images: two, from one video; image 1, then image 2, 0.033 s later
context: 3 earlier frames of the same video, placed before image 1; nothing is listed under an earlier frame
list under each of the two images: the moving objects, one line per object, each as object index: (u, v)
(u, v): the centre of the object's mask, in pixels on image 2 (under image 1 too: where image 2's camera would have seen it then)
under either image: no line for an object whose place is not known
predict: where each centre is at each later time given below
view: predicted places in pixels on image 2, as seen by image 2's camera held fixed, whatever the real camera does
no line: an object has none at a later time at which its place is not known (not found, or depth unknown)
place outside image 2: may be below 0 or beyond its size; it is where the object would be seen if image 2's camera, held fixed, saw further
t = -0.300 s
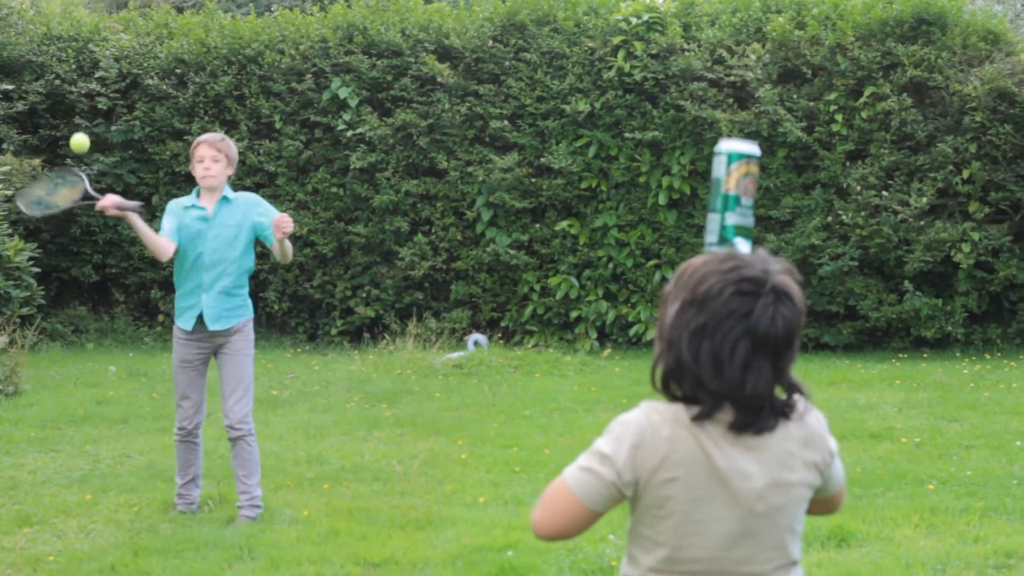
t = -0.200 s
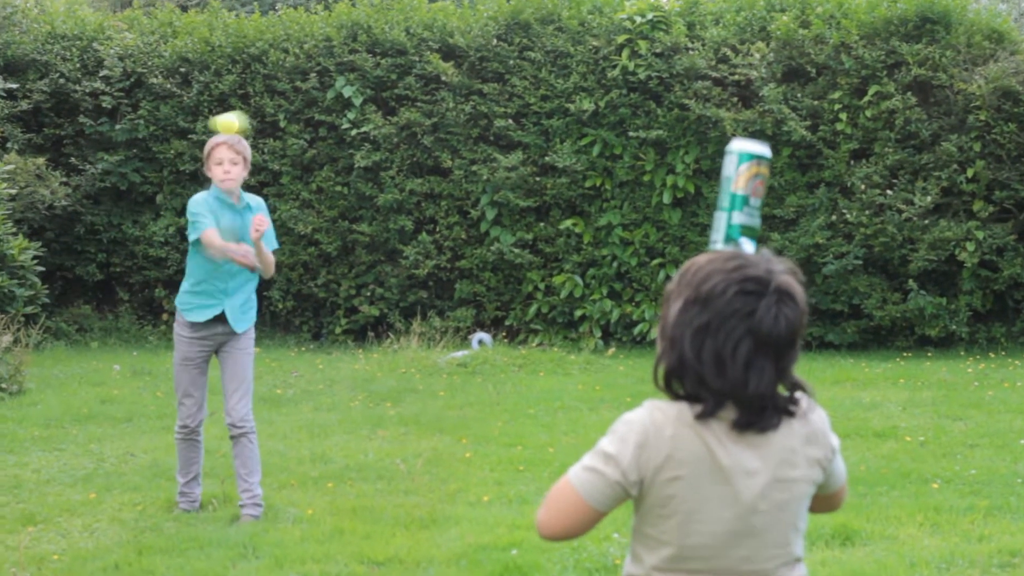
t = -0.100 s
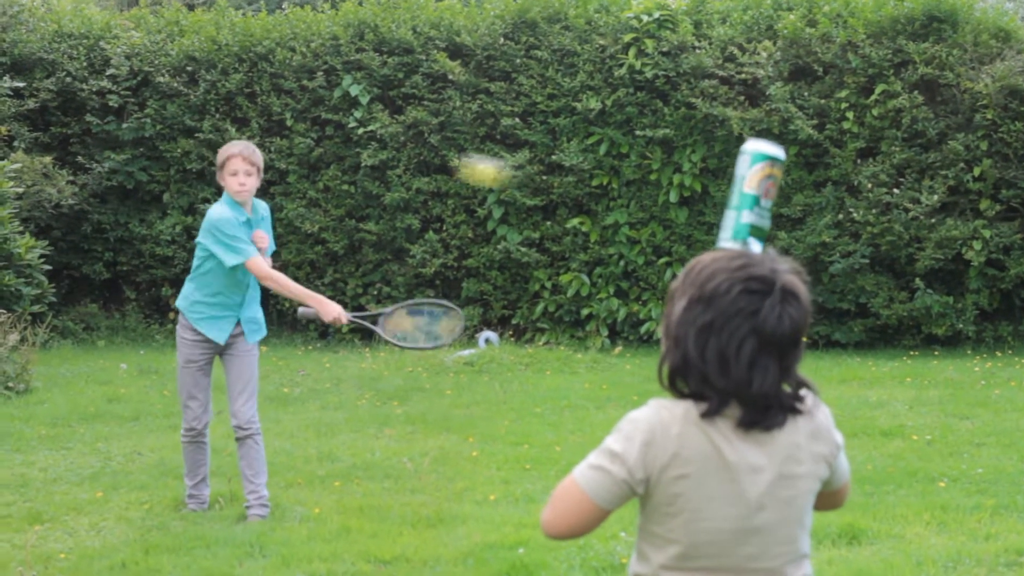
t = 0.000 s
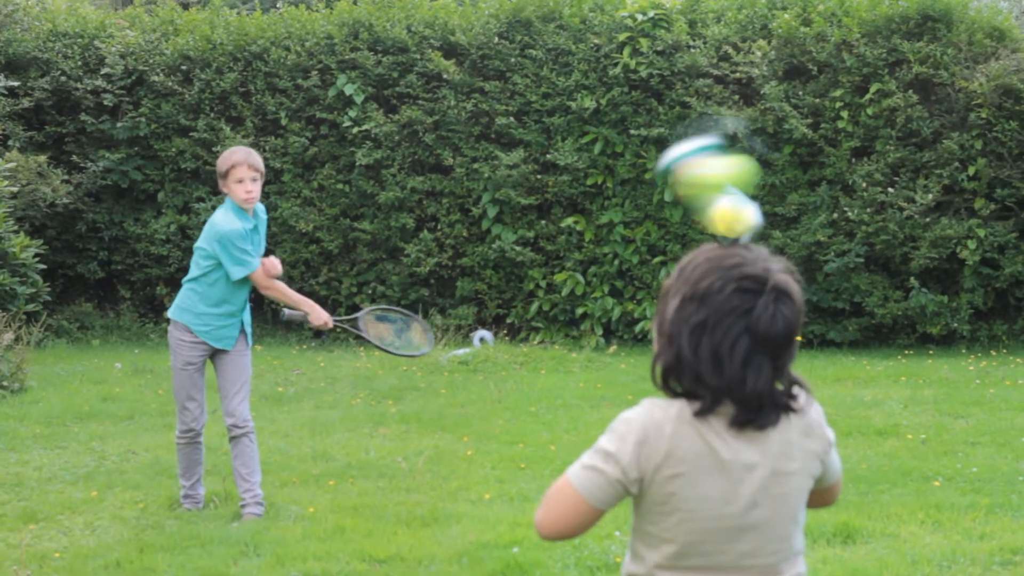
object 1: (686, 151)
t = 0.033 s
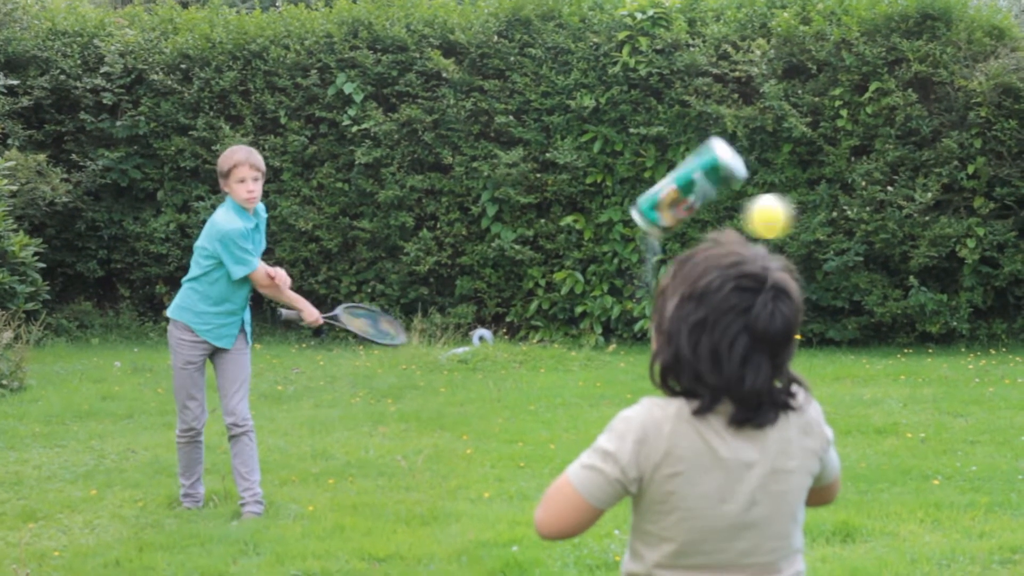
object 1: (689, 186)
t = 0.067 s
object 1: (673, 169)
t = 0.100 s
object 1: (652, 160)
